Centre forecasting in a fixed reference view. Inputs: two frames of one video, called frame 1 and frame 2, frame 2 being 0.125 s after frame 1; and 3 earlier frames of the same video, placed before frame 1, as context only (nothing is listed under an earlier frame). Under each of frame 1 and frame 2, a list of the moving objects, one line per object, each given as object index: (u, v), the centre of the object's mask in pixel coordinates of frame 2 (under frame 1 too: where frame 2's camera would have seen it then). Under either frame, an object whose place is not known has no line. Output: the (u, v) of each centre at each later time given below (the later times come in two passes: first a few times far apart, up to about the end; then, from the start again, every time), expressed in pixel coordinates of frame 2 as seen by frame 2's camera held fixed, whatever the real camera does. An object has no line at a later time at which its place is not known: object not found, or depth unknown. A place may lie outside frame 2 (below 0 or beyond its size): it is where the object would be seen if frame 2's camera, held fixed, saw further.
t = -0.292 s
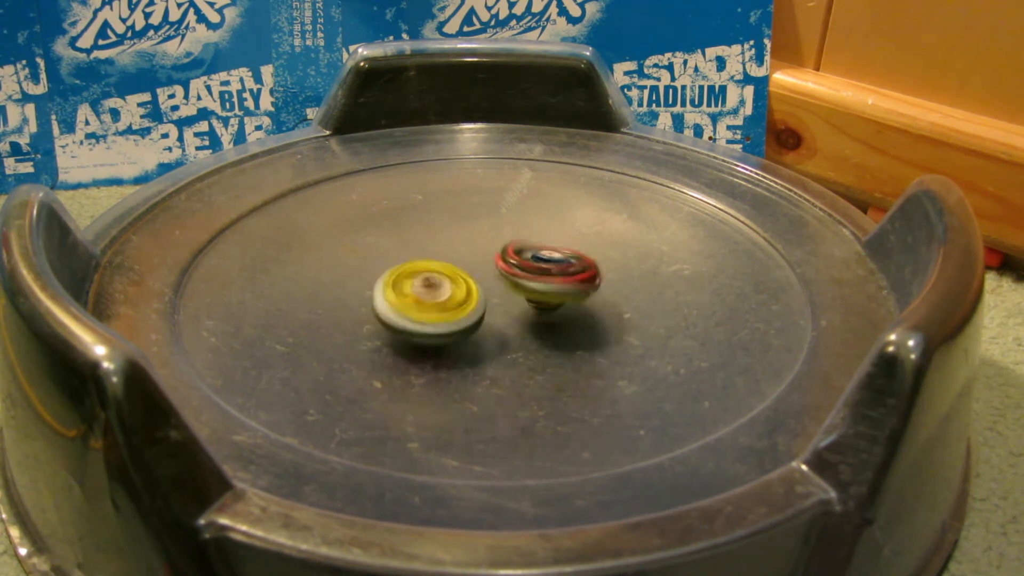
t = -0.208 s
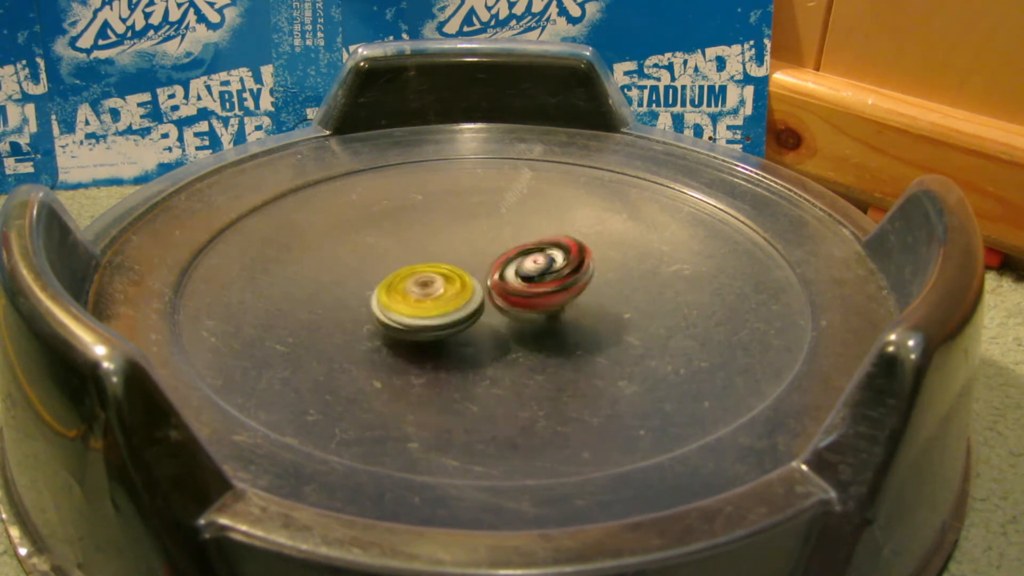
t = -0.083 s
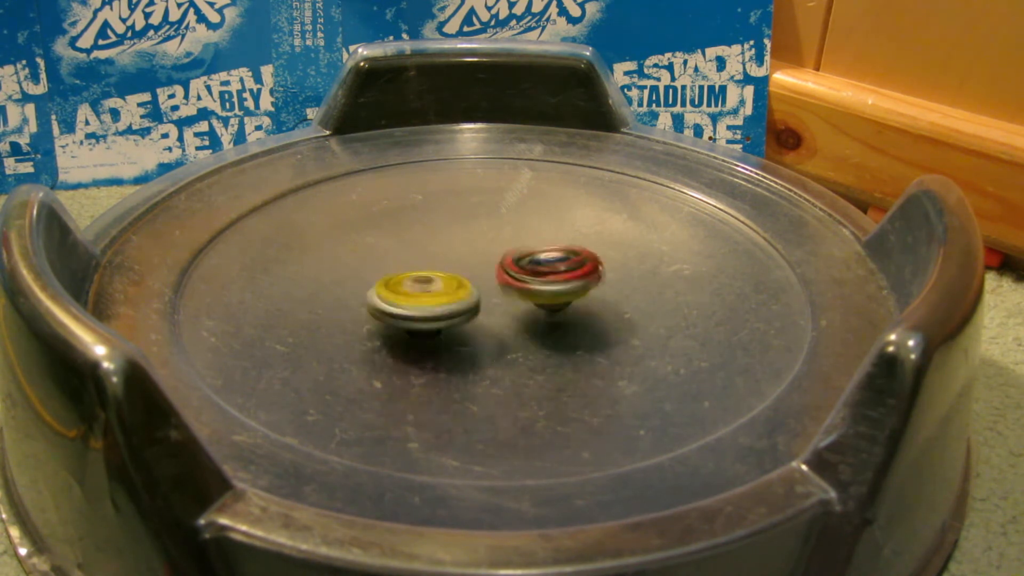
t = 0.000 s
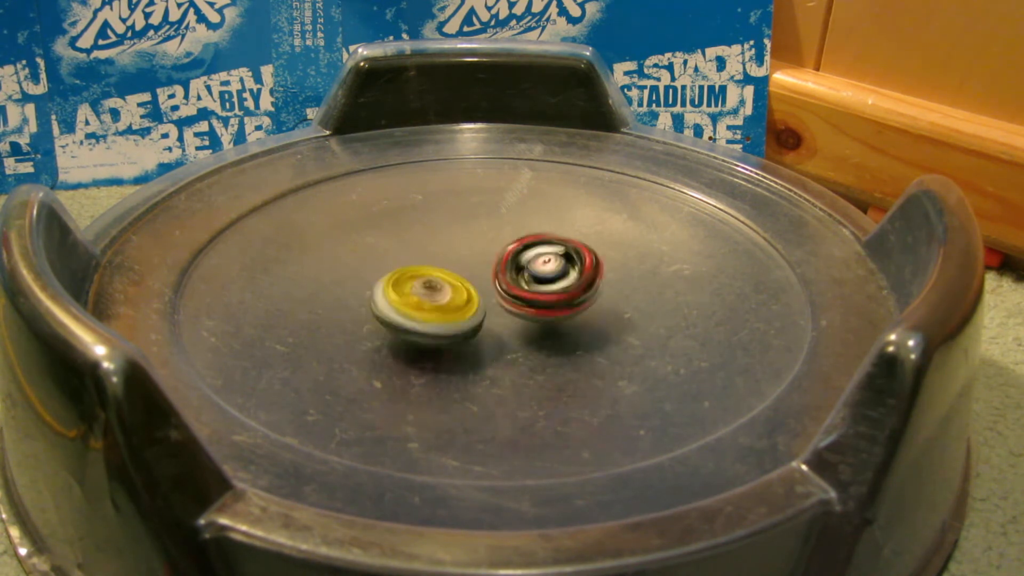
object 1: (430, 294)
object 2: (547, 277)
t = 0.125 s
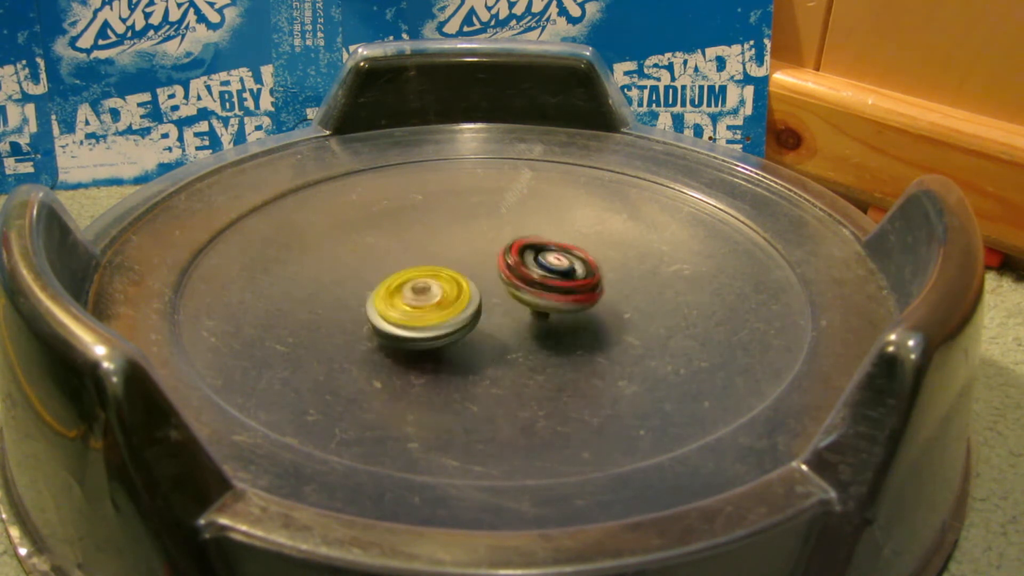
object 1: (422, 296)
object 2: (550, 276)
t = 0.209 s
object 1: (424, 295)
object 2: (548, 278)
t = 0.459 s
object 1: (423, 297)
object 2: (536, 281)
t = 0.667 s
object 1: (418, 299)
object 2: (534, 285)
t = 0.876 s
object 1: (426, 286)
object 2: (529, 277)
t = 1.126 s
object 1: (441, 298)
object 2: (525, 257)
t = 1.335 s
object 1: (444, 299)
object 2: (520, 258)
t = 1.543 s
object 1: (464, 302)
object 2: (529, 273)
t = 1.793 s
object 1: (478, 300)
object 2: (559, 277)
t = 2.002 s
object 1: (483, 299)
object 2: (574, 283)
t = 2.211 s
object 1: (492, 294)
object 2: (567, 278)
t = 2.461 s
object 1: (486, 283)
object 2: (573, 284)
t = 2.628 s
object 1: (477, 275)
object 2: (568, 281)
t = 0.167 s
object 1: (423, 295)
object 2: (549, 276)
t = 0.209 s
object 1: (424, 295)
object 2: (548, 278)
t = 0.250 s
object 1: (426, 295)
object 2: (543, 279)
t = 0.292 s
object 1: (425, 295)
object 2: (534, 279)
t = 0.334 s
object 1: (419, 295)
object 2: (539, 277)
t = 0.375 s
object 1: (416, 295)
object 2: (543, 274)
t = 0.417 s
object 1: (420, 295)
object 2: (541, 276)
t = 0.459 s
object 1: (423, 297)
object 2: (536, 281)
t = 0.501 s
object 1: (426, 300)
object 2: (533, 283)
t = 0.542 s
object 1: (427, 303)
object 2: (528, 283)
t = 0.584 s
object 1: (423, 305)
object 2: (529, 284)
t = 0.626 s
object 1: (415, 302)
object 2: (532, 287)
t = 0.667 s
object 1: (418, 299)
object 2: (534, 285)
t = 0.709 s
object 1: (425, 297)
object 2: (530, 284)
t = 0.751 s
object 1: (430, 299)
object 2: (528, 283)
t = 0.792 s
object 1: (428, 300)
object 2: (532, 281)
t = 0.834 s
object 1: (423, 283)
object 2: (533, 278)
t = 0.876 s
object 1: (426, 286)
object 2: (529, 277)
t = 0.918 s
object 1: (431, 286)
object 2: (525, 276)
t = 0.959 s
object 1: (436, 291)
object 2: (524, 274)
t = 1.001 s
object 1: (438, 295)
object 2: (531, 271)
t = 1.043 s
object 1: (438, 298)
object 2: (530, 267)
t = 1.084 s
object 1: (440, 297)
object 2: (526, 261)
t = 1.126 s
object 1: (441, 298)
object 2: (525, 257)
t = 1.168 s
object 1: (442, 297)
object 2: (519, 258)
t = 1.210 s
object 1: (444, 296)
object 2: (515, 259)
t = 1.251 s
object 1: (445, 297)
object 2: (514, 259)
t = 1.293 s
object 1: (444, 299)
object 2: (516, 257)
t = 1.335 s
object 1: (444, 299)
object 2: (520, 258)
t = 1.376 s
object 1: (447, 300)
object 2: (521, 260)
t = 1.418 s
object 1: (451, 302)
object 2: (518, 263)
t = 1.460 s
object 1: (458, 304)
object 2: (518, 266)
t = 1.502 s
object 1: (462, 302)
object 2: (521, 271)
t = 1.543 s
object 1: (464, 302)
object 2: (529, 273)
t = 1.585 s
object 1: (465, 302)
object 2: (538, 276)
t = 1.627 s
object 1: (466, 302)
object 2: (545, 276)
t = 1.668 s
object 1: (467, 301)
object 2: (551, 276)
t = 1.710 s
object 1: (470, 301)
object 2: (554, 276)
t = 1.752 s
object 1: (475, 301)
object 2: (557, 276)
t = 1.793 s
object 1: (478, 300)
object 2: (559, 277)
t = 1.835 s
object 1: (482, 300)
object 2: (562, 277)
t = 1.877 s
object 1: (484, 300)
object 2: (565, 278)
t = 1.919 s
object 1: (485, 300)
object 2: (569, 279)
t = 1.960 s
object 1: (484, 299)
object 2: (572, 281)
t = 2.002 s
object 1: (483, 299)
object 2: (574, 283)
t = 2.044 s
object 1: (483, 297)
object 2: (575, 284)
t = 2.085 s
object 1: (484, 296)
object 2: (573, 283)
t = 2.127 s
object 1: (488, 295)
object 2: (571, 281)
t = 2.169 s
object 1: (490, 294)
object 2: (568, 279)
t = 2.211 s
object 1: (492, 294)
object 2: (567, 278)
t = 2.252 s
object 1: (493, 294)
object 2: (566, 278)
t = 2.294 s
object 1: (492, 293)
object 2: (567, 279)
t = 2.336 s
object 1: (490, 291)
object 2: (569, 280)
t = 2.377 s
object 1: (490, 289)
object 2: (571, 282)
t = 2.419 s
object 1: (489, 286)
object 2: (572, 283)
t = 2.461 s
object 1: (486, 283)
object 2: (573, 284)
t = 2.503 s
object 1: (484, 280)
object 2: (572, 284)
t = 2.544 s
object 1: (482, 278)
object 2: (571, 283)
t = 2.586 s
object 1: (479, 277)
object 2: (570, 282)
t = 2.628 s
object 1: (477, 275)
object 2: (568, 281)
